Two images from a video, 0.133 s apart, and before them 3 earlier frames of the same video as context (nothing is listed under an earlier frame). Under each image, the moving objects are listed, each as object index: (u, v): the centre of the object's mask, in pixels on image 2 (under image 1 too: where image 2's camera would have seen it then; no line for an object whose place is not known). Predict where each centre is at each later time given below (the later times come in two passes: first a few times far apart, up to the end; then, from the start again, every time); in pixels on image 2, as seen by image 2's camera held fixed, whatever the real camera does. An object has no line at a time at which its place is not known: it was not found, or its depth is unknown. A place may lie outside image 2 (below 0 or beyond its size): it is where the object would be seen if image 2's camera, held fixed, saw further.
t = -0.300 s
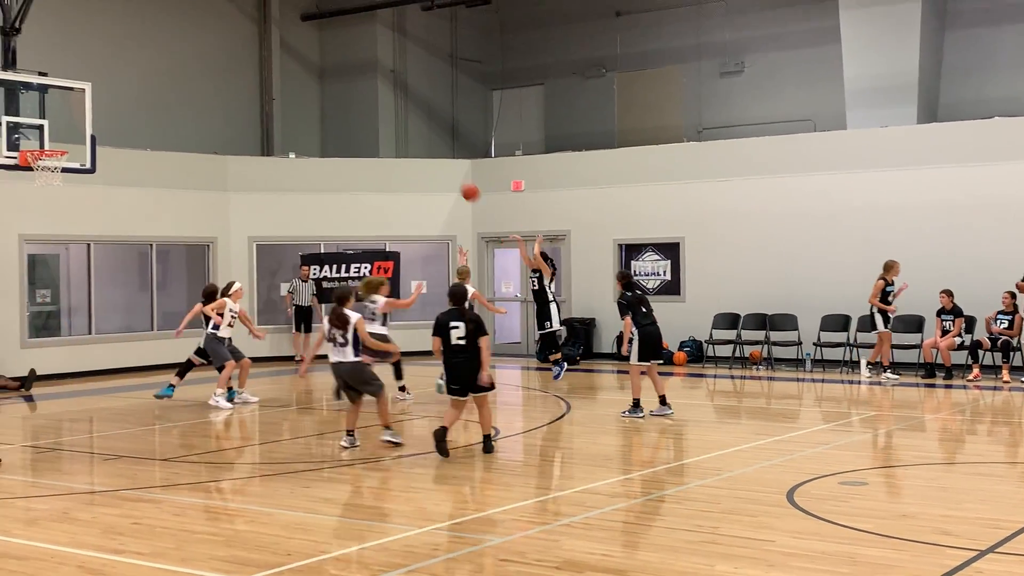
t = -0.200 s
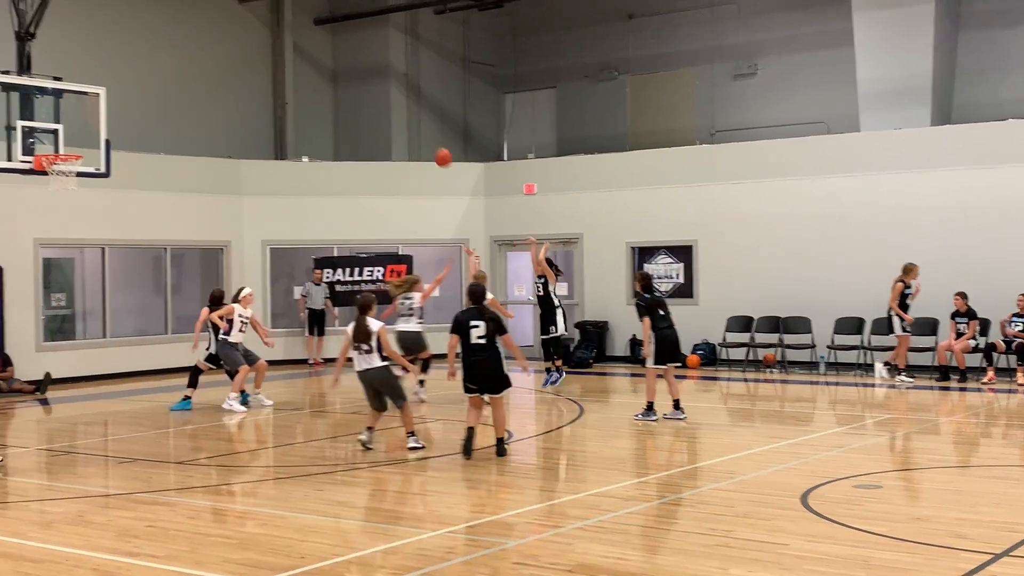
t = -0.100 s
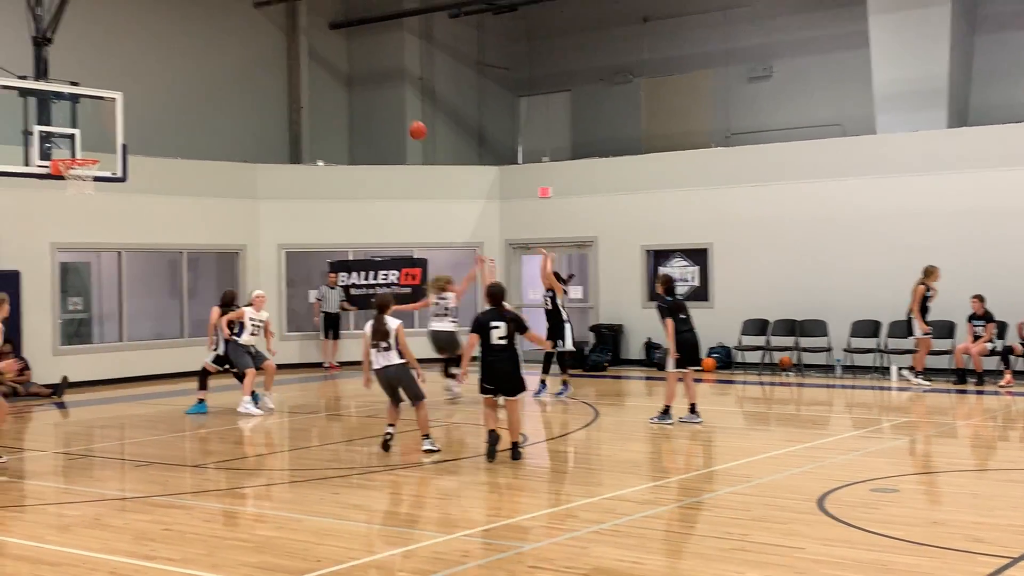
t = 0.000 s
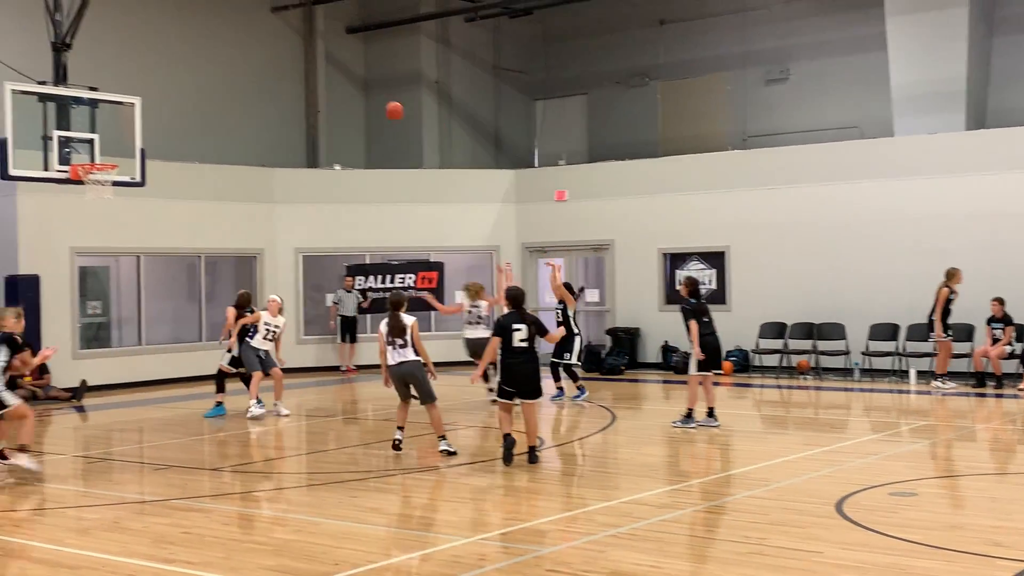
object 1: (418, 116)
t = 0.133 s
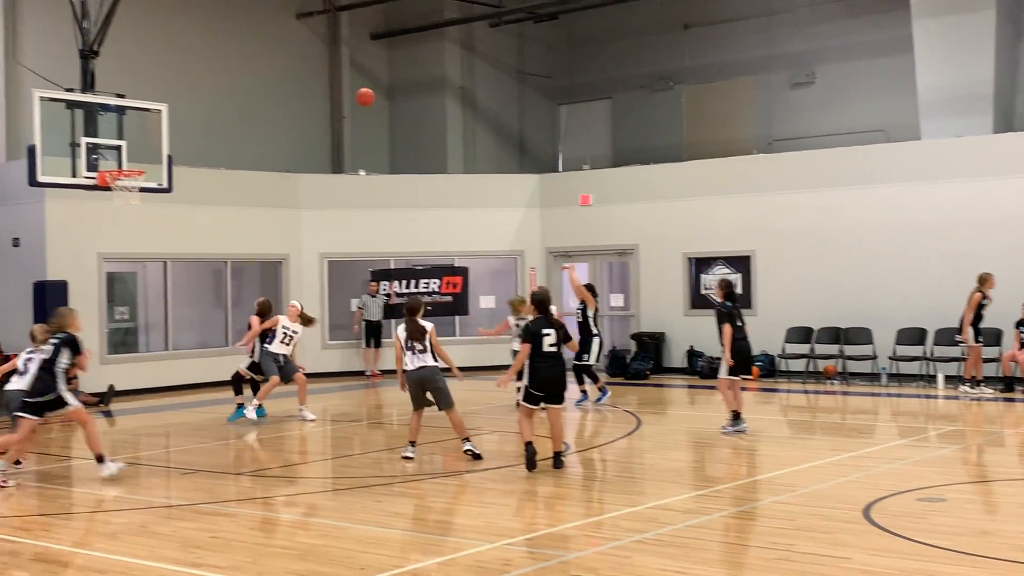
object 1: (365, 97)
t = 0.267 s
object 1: (312, 91)
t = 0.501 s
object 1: (217, 114)
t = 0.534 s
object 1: (203, 121)
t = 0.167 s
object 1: (352, 94)
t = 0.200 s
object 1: (339, 93)
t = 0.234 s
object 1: (325, 91)
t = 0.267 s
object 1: (312, 91)
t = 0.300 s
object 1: (298, 92)
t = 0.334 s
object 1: (285, 93)
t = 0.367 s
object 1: (271, 96)
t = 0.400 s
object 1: (258, 99)
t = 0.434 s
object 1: (244, 103)
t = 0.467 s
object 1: (230, 108)
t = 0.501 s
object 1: (217, 114)
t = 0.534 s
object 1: (203, 121)
